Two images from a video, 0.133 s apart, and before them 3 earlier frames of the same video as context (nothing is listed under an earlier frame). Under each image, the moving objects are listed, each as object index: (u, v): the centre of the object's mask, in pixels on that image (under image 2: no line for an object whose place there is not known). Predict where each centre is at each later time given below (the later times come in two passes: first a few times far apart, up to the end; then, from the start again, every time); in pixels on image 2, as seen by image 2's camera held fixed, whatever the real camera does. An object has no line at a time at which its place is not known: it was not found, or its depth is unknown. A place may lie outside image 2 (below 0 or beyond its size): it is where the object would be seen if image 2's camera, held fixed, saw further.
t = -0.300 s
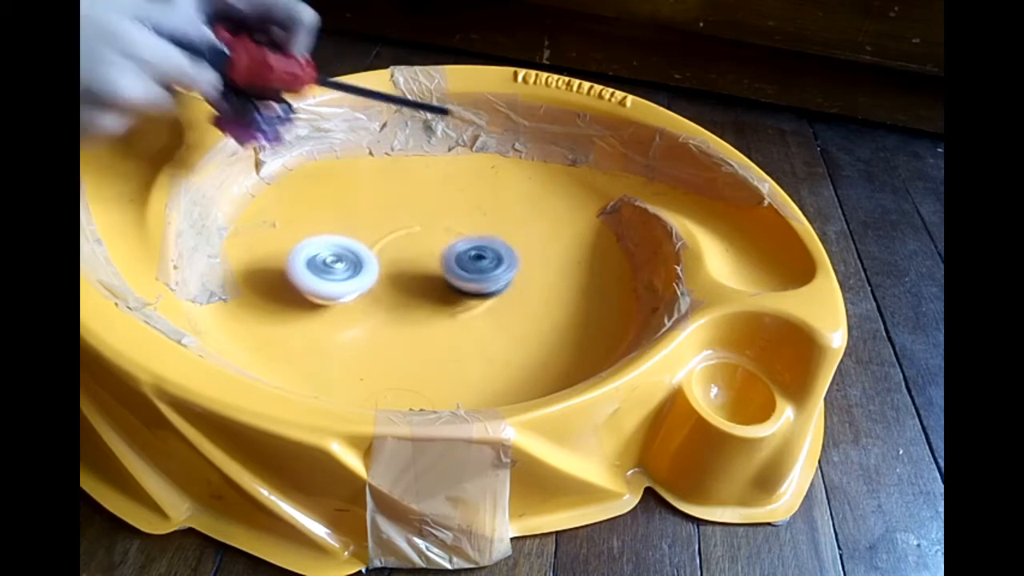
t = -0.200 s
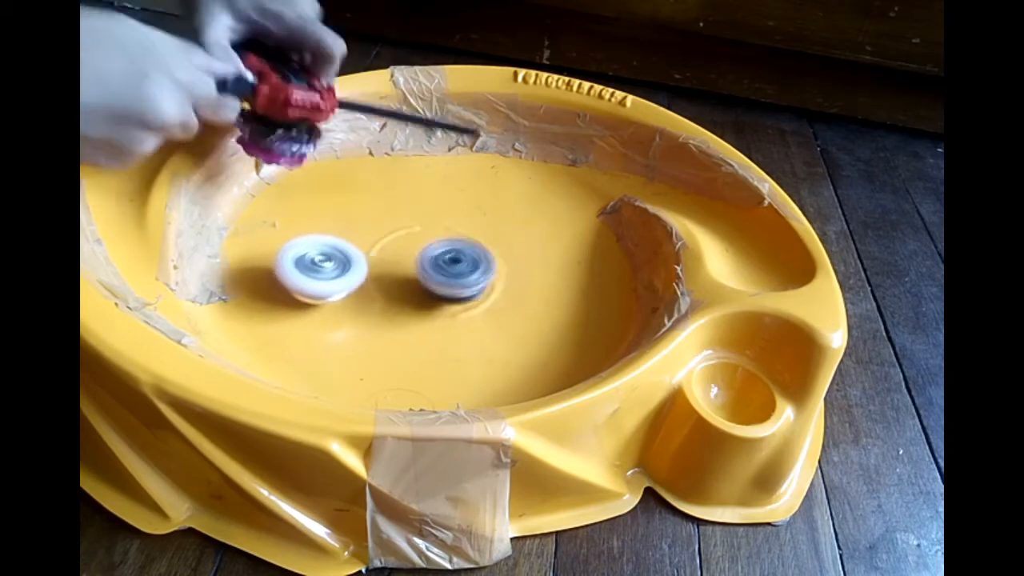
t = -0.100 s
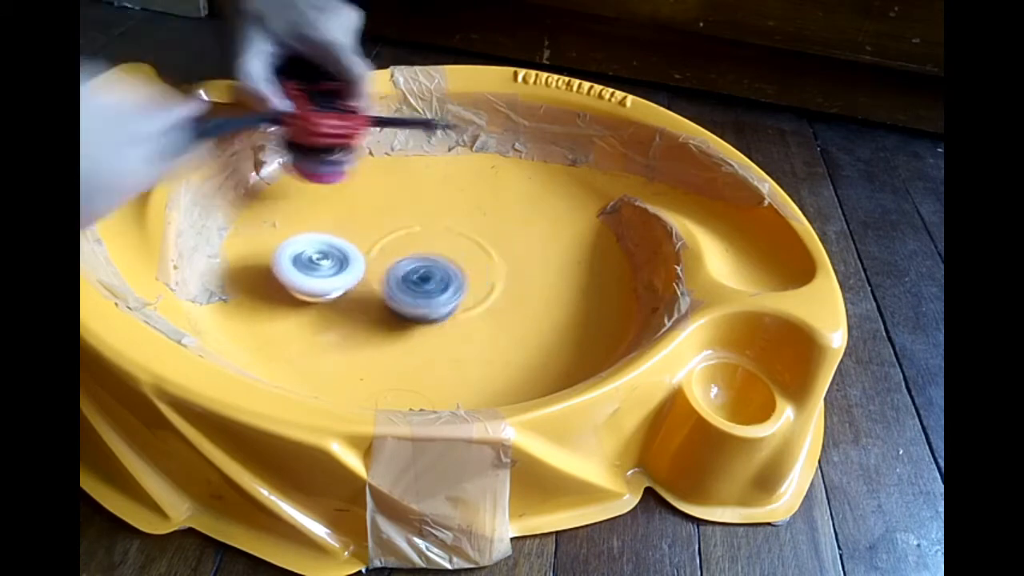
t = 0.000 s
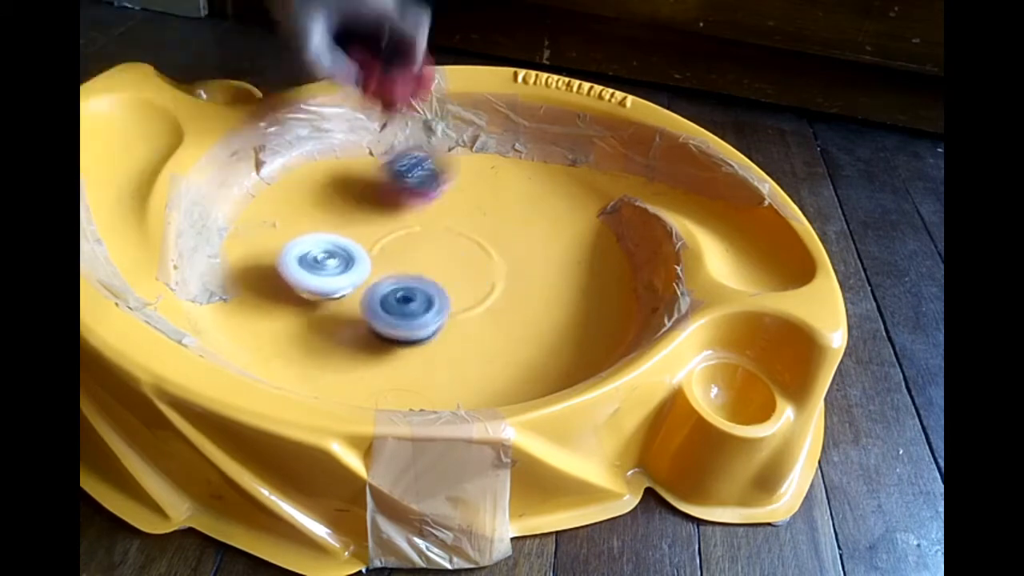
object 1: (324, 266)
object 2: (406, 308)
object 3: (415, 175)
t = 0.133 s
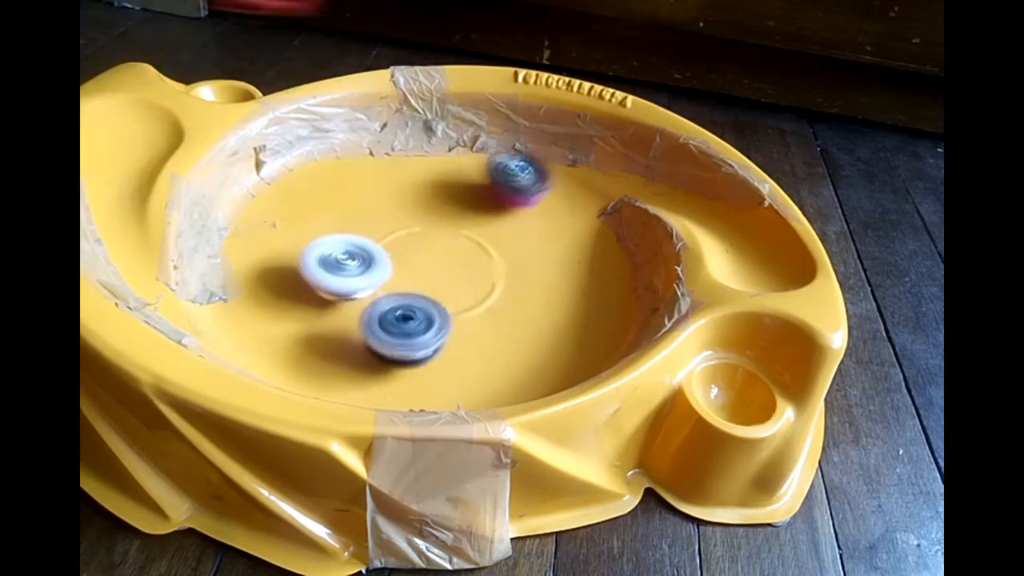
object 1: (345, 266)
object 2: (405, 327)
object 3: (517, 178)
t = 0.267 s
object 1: (377, 268)
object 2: (417, 323)
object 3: (554, 159)
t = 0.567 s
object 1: (437, 253)
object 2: (518, 318)
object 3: (447, 151)
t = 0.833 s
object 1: (420, 364)
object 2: (583, 273)
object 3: (394, 145)
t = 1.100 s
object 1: (332, 317)
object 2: (586, 232)
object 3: (341, 184)
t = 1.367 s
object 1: (313, 303)
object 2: (600, 170)
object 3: (380, 245)
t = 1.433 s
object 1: (234, 314)
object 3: (315, 242)
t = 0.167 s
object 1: (354, 267)
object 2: (408, 327)
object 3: (532, 169)
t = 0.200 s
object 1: (363, 267)
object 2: (411, 328)
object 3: (543, 169)
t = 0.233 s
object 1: (372, 267)
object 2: (413, 326)
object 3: (551, 166)
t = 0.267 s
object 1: (377, 268)
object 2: (417, 323)
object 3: (554, 159)
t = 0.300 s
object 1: (380, 268)
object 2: (427, 329)
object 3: (554, 157)
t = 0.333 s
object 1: (383, 266)
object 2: (438, 334)
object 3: (546, 151)
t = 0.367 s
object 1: (386, 262)
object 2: (450, 337)
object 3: (537, 150)
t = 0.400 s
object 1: (393, 259)
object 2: (463, 338)
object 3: (520, 146)
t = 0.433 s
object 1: (401, 257)
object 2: (478, 338)
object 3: (506, 143)
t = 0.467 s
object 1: (410, 256)
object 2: (491, 336)
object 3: (489, 141)
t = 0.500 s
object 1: (419, 255)
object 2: (504, 332)
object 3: (470, 142)
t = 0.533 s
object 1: (428, 254)
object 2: (512, 326)
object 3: (456, 145)
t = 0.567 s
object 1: (437, 253)
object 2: (518, 318)
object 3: (447, 151)
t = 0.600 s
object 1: (444, 253)
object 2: (521, 307)
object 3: (434, 165)
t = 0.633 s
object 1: (449, 253)
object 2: (521, 297)
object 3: (421, 177)
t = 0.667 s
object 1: (450, 251)
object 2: (522, 288)
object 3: (415, 193)
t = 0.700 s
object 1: (451, 261)
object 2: (530, 284)
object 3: (413, 193)
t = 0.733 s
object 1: (448, 290)
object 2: (547, 281)
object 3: (413, 178)
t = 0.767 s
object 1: (440, 316)
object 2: (561, 279)
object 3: (411, 166)
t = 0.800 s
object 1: (431, 343)
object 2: (574, 275)
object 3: (404, 154)
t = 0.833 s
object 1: (420, 364)
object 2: (583, 273)
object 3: (394, 145)
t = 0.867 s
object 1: (408, 374)
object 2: (592, 269)
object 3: (381, 137)
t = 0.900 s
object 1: (391, 366)
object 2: (595, 266)
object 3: (372, 133)
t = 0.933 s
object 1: (373, 362)
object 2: (598, 261)
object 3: (362, 135)
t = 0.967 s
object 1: (357, 353)
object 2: (600, 256)
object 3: (354, 141)
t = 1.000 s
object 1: (345, 343)
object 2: (600, 250)
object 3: (349, 150)
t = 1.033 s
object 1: (338, 334)
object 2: (598, 244)
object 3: (344, 160)
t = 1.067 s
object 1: (334, 326)
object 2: (593, 238)
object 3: (342, 171)
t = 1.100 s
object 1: (332, 317)
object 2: (586, 232)
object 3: (341, 184)
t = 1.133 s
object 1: (332, 310)
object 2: (579, 226)
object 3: (346, 197)
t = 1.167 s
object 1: (334, 303)
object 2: (571, 221)
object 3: (357, 208)
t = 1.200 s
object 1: (337, 297)
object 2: (561, 217)
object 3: (373, 219)
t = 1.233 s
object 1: (340, 293)
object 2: (548, 214)
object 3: (392, 228)
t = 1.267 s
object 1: (343, 289)
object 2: (535, 212)
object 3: (412, 233)
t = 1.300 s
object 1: (348, 286)
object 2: (517, 210)
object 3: (437, 237)
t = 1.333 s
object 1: (346, 287)
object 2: (531, 203)
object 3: (414, 248)
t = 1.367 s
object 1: (313, 303)
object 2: (600, 170)
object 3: (380, 245)
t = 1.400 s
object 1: (268, 320)
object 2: (642, 133)
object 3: (344, 244)
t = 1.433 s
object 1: (234, 314)
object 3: (315, 242)
